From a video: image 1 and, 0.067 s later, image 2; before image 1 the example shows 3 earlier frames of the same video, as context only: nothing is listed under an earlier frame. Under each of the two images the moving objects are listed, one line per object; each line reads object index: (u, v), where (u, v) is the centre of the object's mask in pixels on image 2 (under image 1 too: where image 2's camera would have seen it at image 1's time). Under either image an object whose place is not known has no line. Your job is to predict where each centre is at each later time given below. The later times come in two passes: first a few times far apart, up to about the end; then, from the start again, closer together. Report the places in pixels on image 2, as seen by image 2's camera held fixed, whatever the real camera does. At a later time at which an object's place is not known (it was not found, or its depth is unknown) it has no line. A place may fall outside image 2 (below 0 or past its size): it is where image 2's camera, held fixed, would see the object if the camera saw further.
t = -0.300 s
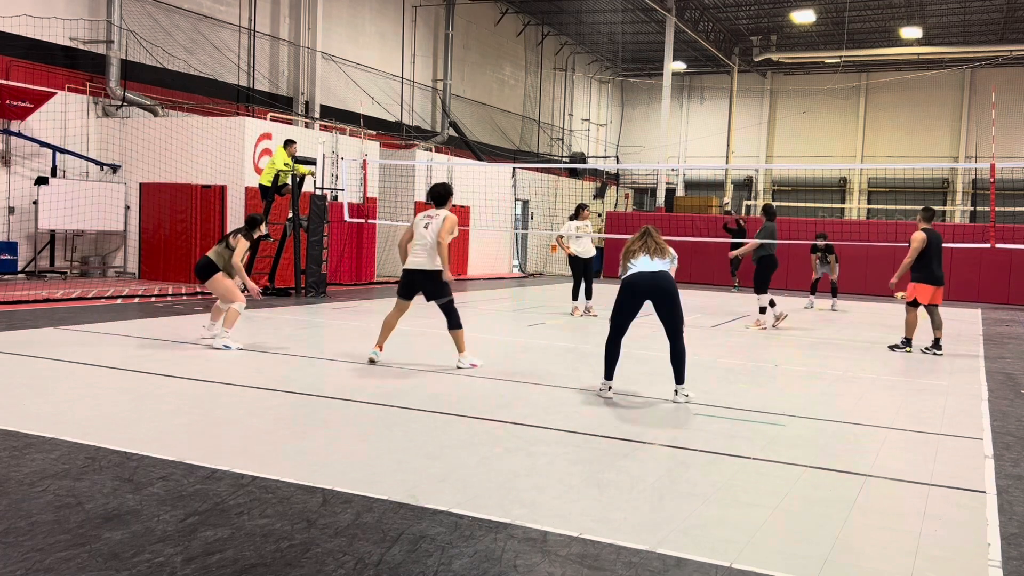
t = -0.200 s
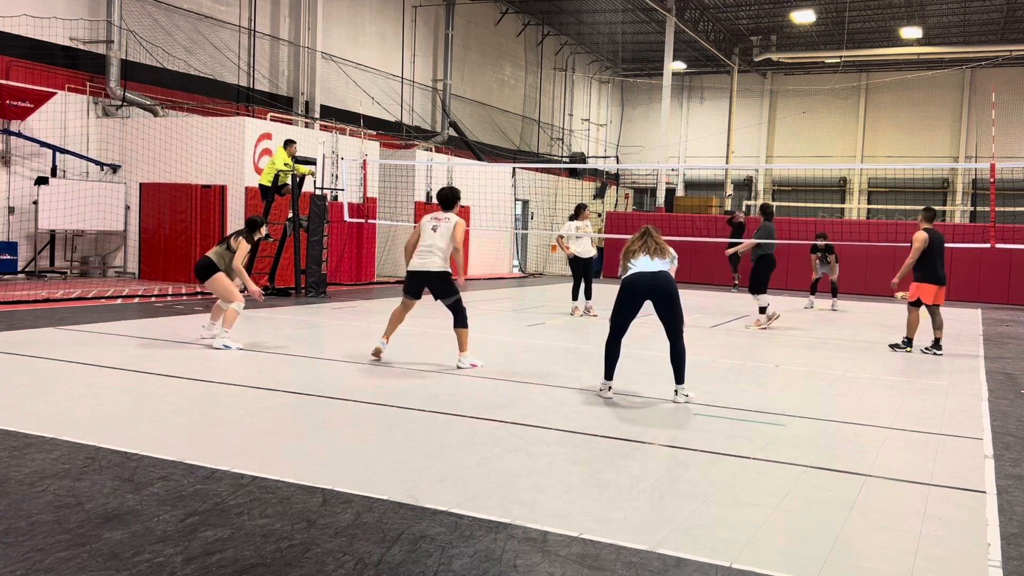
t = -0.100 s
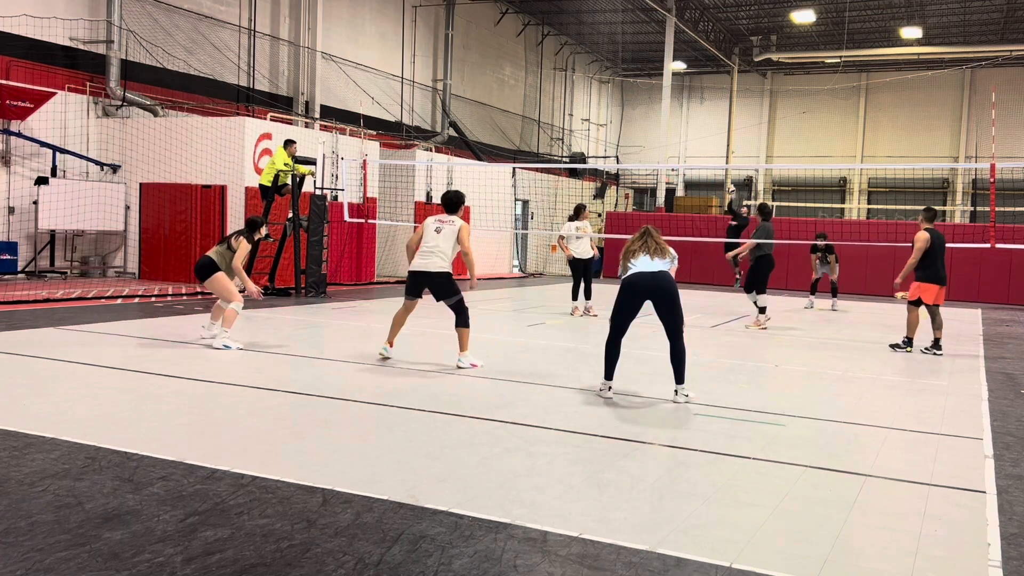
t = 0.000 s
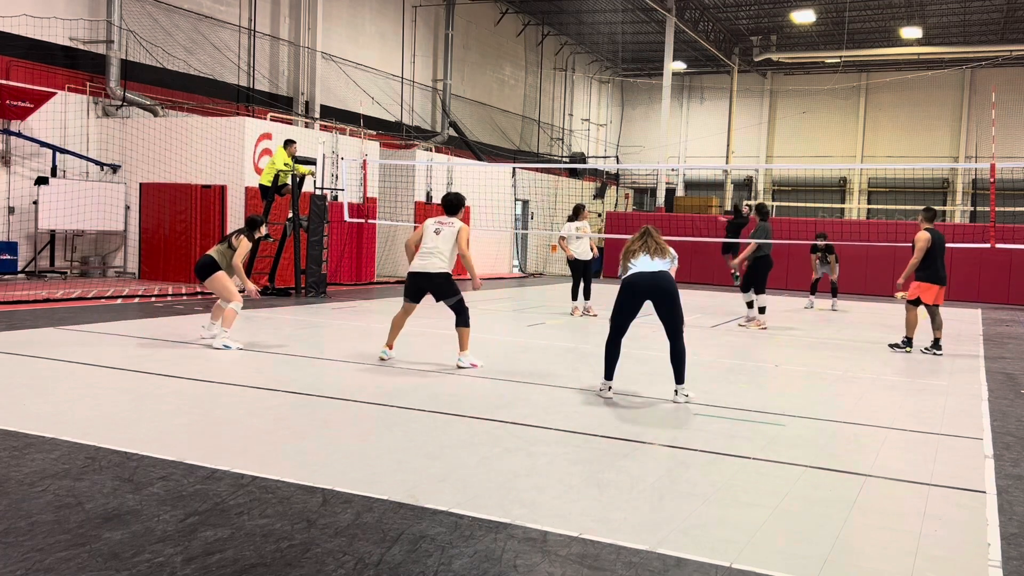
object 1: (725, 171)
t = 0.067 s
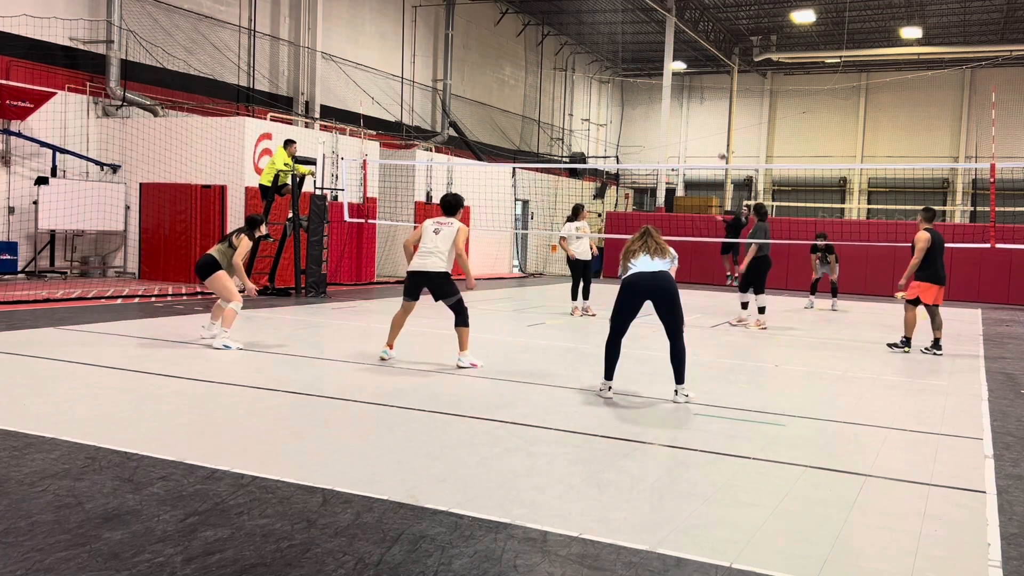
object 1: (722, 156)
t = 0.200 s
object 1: (714, 128)
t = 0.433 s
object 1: (698, 86)
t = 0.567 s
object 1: (682, 69)
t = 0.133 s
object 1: (718, 142)
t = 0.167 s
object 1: (716, 135)
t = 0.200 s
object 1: (714, 128)
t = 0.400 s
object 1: (701, 91)
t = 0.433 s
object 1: (698, 86)
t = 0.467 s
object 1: (695, 82)
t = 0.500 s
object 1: (692, 78)
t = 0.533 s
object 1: (690, 74)
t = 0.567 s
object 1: (682, 69)
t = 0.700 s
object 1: (673, 65)
